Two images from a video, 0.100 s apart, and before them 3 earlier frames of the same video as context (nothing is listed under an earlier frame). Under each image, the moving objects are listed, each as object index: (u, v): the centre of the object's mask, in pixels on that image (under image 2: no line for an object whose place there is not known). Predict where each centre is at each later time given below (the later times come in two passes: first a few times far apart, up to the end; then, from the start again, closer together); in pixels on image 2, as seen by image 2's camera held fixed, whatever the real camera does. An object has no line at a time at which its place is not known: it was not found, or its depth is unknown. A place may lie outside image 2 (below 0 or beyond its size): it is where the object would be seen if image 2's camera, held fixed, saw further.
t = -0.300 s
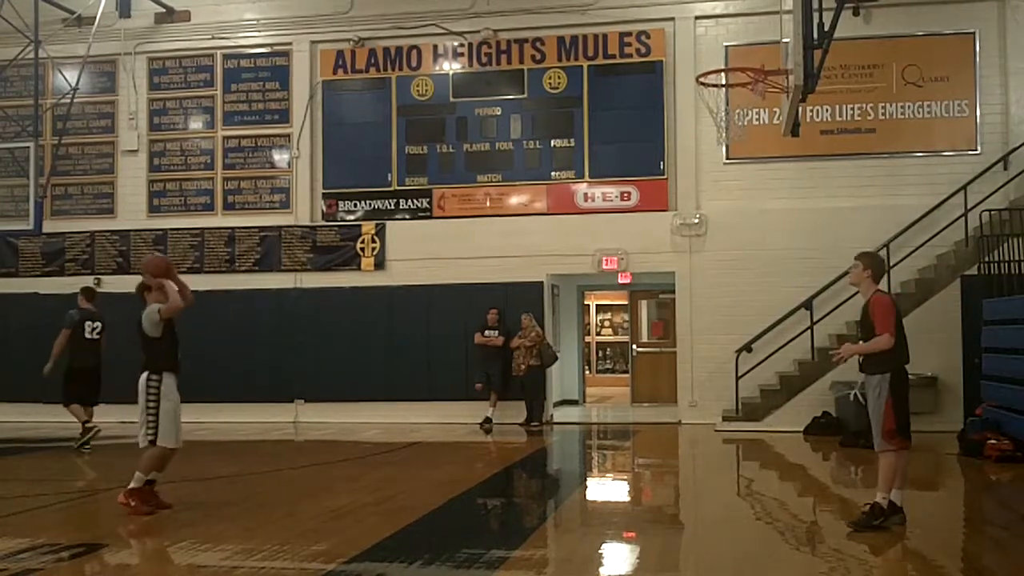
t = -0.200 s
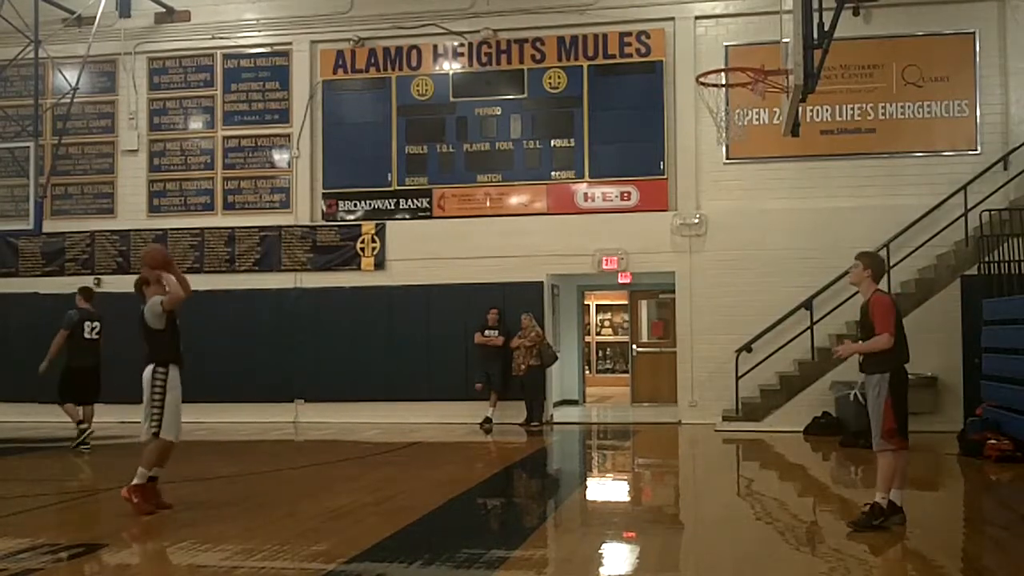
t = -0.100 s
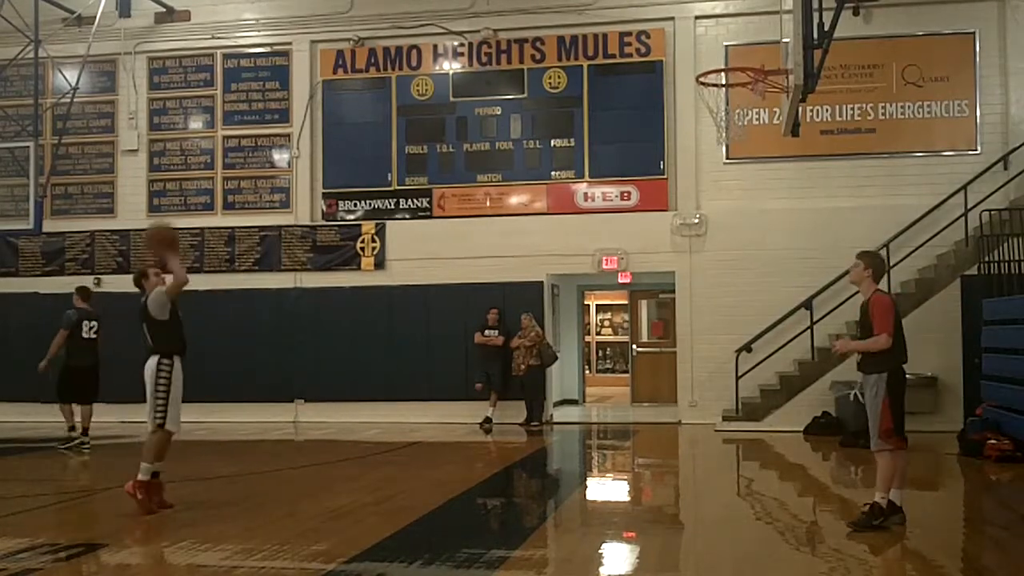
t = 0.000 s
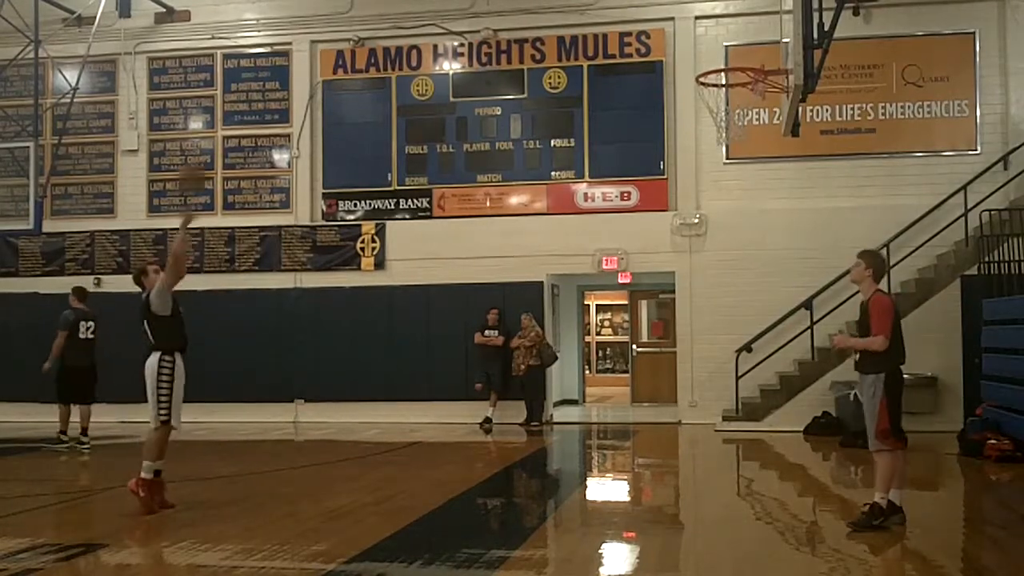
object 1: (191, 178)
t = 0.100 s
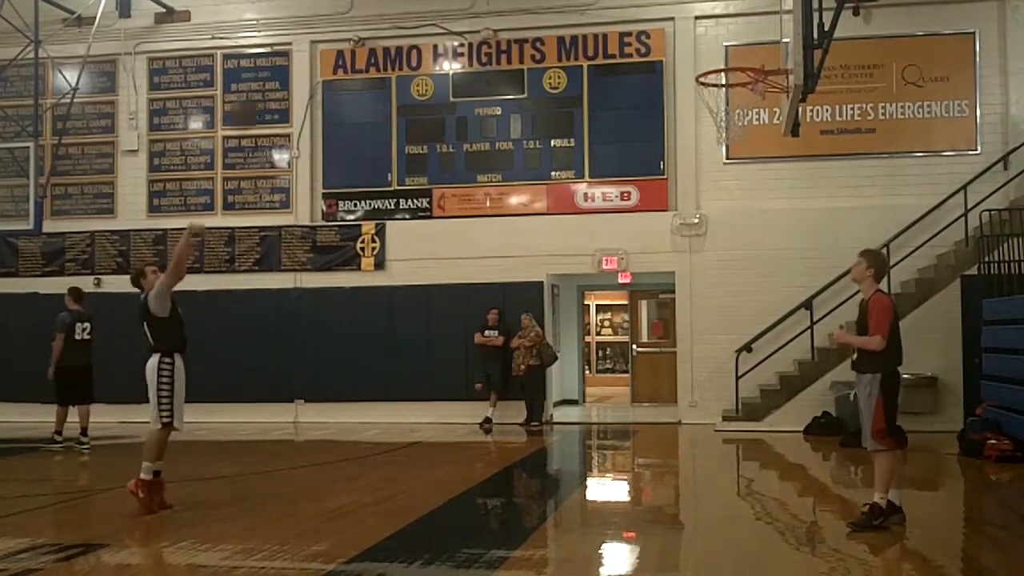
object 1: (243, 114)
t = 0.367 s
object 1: (392, 4)
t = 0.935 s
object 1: (719, 45)
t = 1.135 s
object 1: (699, 106)
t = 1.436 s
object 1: (712, 139)
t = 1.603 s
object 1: (727, 211)
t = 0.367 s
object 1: (392, 4)
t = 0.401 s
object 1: (409, 1)
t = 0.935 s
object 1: (719, 45)
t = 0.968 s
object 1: (745, 65)
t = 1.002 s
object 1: (741, 79)
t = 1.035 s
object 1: (724, 94)
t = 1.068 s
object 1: (708, 105)
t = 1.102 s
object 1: (702, 107)
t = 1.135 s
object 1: (699, 106)
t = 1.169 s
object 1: (698, 104)
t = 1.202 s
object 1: (699, 103)
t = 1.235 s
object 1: (700, 104)
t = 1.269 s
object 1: (701, 105)
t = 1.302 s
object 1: (703, 109)
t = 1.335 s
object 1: (705, 114)
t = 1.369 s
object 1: (707, 120)
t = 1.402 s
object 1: (709, 128)
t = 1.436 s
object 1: (712, 139)
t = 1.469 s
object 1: (715, 149)
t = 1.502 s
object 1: (717, 164)
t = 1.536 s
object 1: (720, 178)
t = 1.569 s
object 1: (724, 193)
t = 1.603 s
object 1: (727, 211)
